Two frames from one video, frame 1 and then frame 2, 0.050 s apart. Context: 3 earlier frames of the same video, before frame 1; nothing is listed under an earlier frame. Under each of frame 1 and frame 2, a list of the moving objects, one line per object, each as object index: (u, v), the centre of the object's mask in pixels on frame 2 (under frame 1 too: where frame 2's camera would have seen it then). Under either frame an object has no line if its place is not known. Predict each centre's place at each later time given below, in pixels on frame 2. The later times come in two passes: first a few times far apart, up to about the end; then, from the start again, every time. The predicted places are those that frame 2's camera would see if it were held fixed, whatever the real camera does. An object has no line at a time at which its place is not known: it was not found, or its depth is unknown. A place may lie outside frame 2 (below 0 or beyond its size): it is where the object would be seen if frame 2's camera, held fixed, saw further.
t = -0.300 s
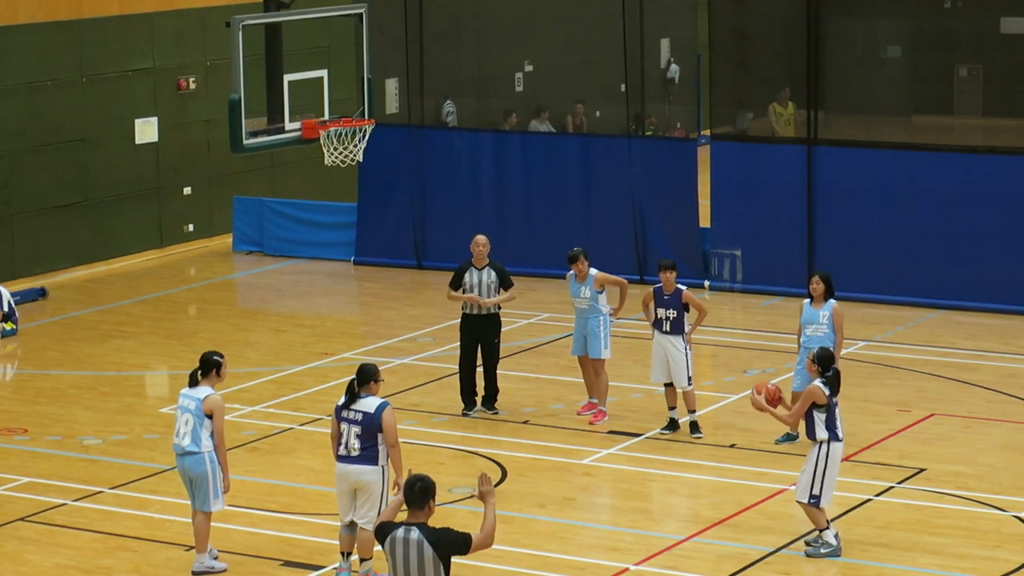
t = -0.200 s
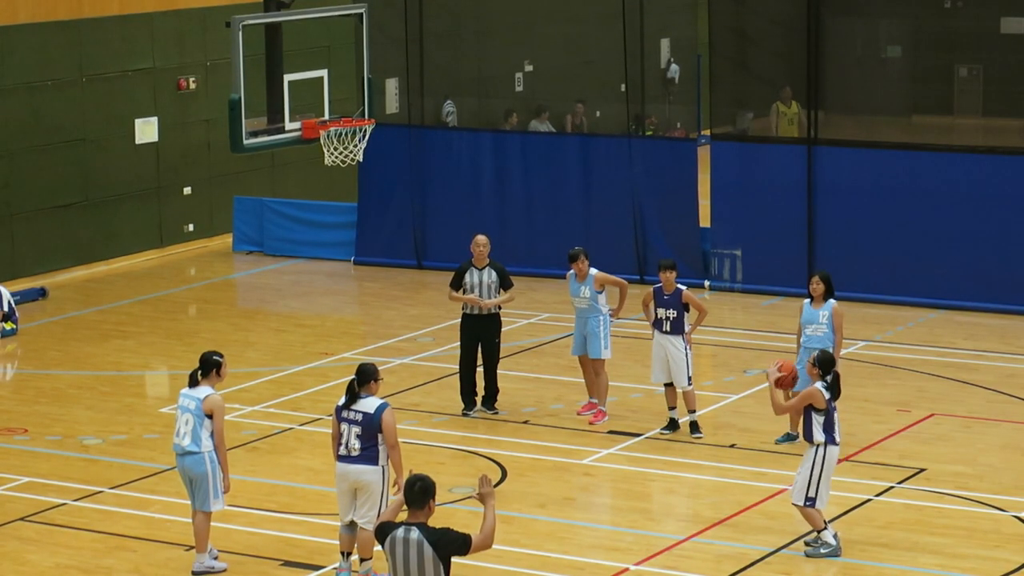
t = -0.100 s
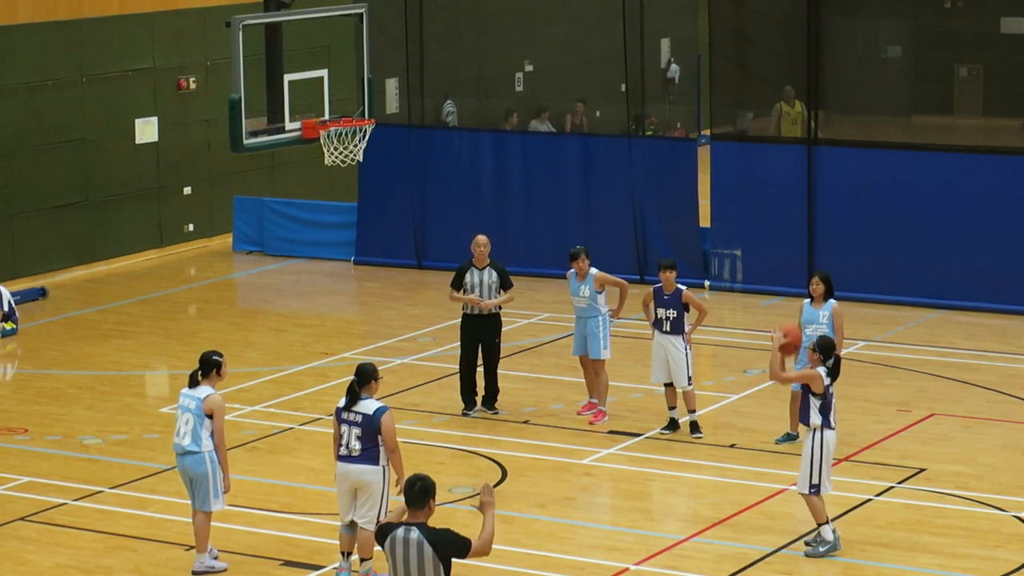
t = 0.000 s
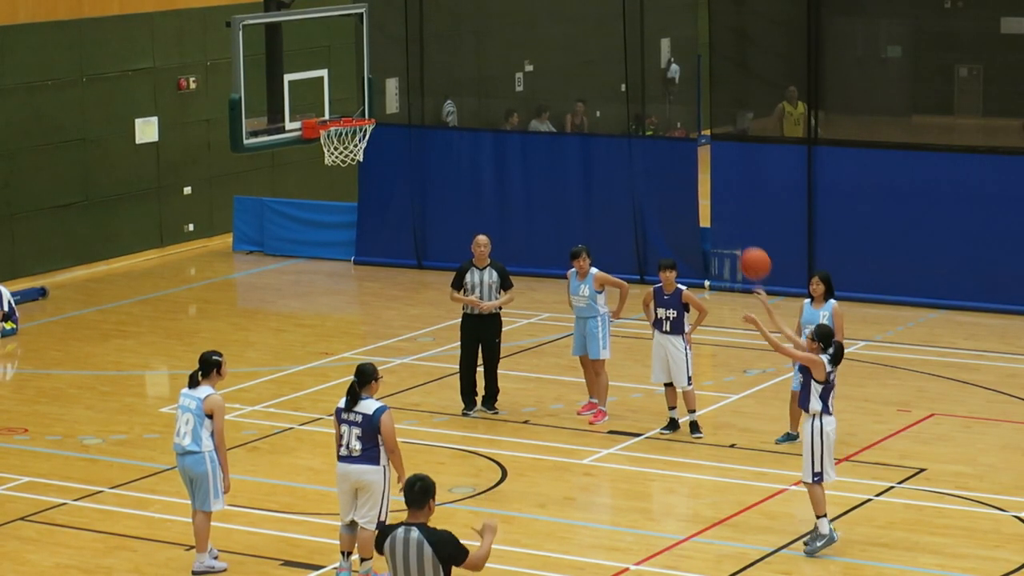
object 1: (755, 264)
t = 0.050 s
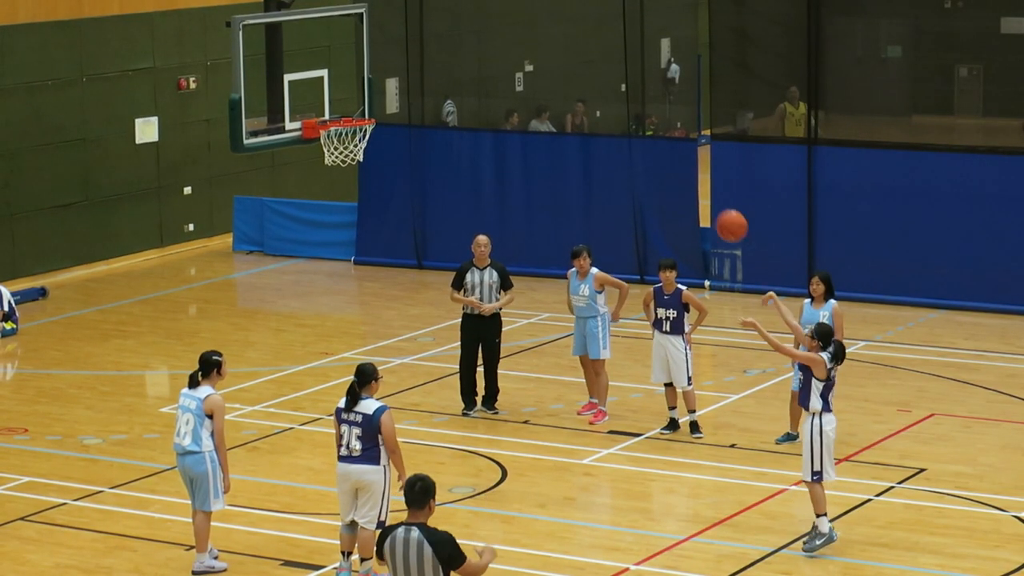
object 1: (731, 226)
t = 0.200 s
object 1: (662, 132)
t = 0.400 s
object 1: (574, 54)
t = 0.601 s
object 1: (492, 27)
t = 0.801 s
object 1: (414, 49)
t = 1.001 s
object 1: (343, 112)
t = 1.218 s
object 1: (362, 173)
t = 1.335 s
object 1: (378, 221)
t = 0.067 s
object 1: (724, 214)
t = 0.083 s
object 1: (716, 203)
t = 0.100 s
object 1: (708, 191)
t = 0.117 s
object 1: (700, 180)
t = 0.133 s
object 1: (692, 170)
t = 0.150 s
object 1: (684, 160)
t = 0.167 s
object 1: (677, 150)
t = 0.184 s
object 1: (670, 141)
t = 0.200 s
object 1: (662, 132)
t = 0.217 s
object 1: (654, 124)
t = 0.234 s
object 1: (647, 115)
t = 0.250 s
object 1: (640, 108)
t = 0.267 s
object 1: (632, 101)
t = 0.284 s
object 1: (625, 93)
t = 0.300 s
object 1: (617, 87)
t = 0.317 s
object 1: (610, 80)
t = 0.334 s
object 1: (603, 75)
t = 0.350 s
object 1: (595, 69)
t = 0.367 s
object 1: (589, 64)
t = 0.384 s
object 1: (582, 59)
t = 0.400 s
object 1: (574, 54)
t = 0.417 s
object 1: (567, 50)
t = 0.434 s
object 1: (560, 46)
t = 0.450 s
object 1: (553, 43)
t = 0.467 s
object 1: (546, 40)
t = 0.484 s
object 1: (539, 37)
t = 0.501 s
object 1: (532, 35)
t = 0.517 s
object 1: (525, 33)
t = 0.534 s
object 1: (519, 31)
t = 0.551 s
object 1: (512, 29)
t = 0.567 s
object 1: (505, 29)
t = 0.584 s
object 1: (498, 28)
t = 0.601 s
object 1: (492, 27)
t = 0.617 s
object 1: (485, 28)
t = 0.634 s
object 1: (478, 28)
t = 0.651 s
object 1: (472, 28)
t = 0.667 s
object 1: (465, 29)
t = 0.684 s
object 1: (459, 31)
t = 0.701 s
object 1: (452, 33)
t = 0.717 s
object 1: (446, 34)
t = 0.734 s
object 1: (440, 37)
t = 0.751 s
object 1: (433, 39)
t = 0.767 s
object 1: (427, 42)
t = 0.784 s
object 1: (421, 46)
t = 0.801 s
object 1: (414, 49)
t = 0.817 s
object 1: (408, 53)
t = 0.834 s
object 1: (402, 57)
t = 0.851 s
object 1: (396, 62)
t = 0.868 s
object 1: (390, 66)
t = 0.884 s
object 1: (384, 71)
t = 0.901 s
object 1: (377, 77)
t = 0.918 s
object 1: (372, 83)
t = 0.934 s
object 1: (366, 88)
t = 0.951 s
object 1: (359, 95)
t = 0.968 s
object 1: (354, 101)
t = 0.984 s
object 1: (349, 108)
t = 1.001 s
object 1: (343, 112)
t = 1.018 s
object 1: (341, 113)
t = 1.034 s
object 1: (340, 120)
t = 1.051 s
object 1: (342, 126)
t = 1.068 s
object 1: (342, 131)
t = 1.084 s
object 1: (343, 136)
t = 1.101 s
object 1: (344, 137)
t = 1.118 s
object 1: (347, 140)
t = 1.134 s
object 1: (351, 142)
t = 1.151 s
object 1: (351, 150)
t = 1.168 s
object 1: (355, 156)
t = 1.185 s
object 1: (358, 161)
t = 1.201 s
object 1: (360, 169)
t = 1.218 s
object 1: (362, 173)
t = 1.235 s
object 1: (364, 178)
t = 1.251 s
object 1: (366, 185)
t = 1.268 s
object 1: (369, 191)
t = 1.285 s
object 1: (371, 198)
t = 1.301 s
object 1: (373, 205)
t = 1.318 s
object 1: (376, 213)
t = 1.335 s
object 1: (378, 221)
